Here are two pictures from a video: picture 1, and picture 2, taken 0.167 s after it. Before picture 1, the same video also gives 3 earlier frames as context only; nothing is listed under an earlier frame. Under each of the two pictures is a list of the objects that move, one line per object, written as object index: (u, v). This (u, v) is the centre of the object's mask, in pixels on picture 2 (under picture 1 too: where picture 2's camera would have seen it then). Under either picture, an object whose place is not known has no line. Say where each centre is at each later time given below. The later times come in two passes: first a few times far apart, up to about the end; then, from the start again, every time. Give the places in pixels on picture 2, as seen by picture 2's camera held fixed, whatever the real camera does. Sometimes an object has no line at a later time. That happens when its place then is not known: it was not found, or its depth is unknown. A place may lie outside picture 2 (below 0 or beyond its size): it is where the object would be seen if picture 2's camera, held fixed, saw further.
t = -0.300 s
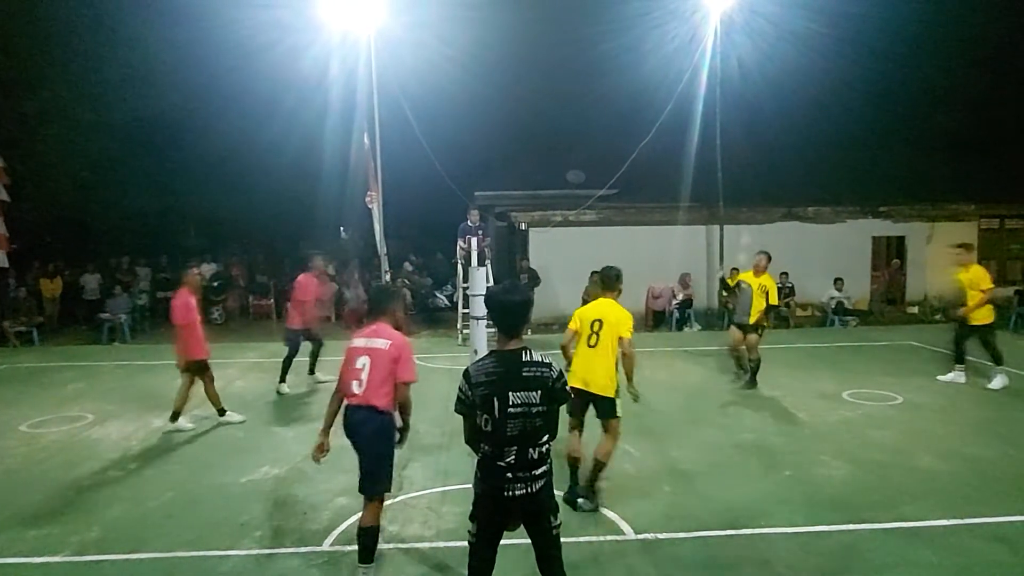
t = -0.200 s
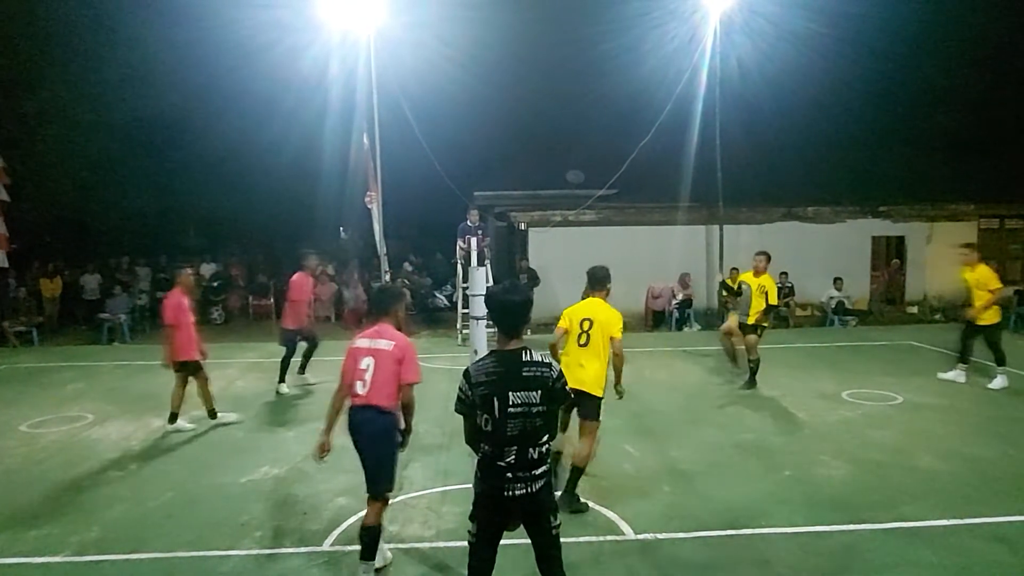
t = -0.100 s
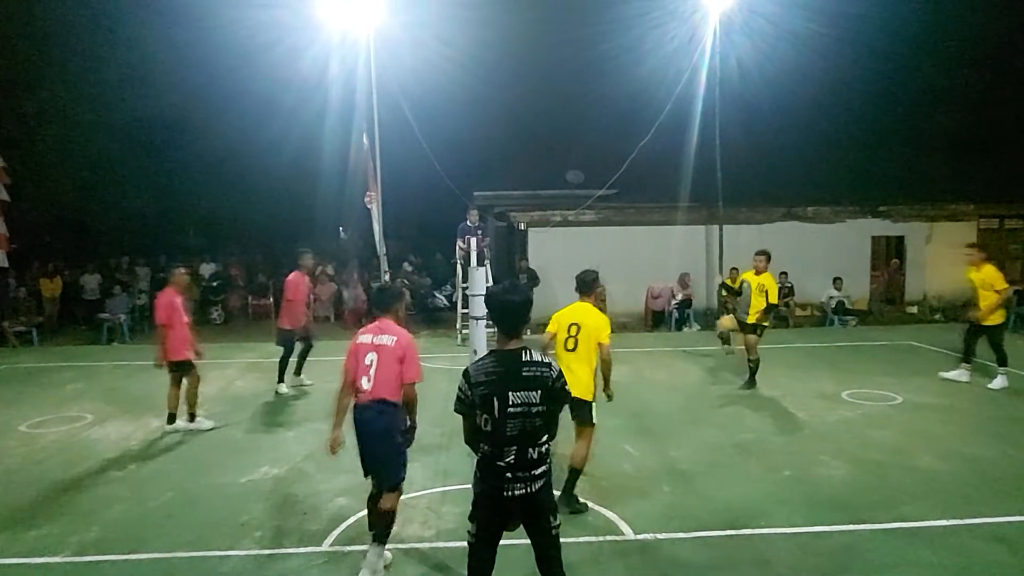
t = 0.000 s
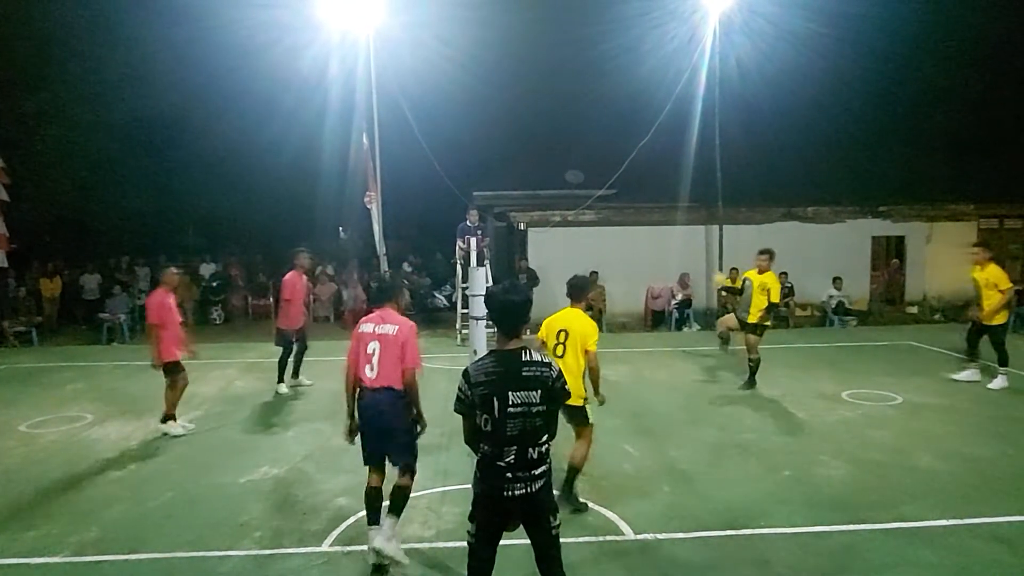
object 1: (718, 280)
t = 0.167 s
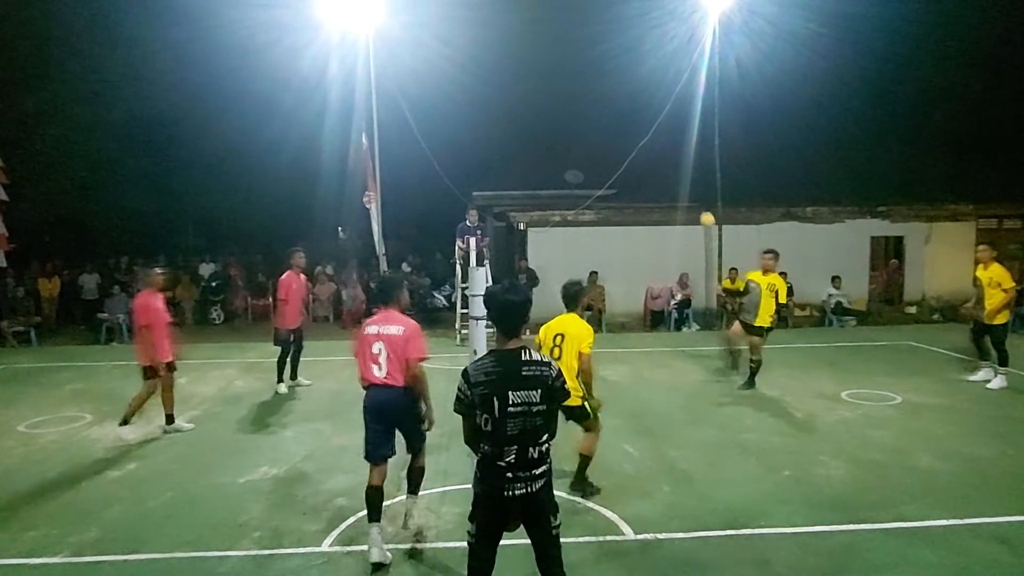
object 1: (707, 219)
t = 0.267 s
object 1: (699, 194)
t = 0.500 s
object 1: (677, 168)
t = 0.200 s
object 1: (705, 210)
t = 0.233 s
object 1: (702, 201)
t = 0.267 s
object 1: (699, 194)
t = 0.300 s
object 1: (696, 187)
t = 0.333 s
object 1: (693, 181)
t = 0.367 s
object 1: (690, 176)
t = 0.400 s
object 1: (687, 173)
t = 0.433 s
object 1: (684, 170)
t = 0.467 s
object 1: (681, 168)
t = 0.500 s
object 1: (677, 168)
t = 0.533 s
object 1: (673, 169)
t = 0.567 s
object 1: (669, 172)
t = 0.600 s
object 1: (665, 176)
